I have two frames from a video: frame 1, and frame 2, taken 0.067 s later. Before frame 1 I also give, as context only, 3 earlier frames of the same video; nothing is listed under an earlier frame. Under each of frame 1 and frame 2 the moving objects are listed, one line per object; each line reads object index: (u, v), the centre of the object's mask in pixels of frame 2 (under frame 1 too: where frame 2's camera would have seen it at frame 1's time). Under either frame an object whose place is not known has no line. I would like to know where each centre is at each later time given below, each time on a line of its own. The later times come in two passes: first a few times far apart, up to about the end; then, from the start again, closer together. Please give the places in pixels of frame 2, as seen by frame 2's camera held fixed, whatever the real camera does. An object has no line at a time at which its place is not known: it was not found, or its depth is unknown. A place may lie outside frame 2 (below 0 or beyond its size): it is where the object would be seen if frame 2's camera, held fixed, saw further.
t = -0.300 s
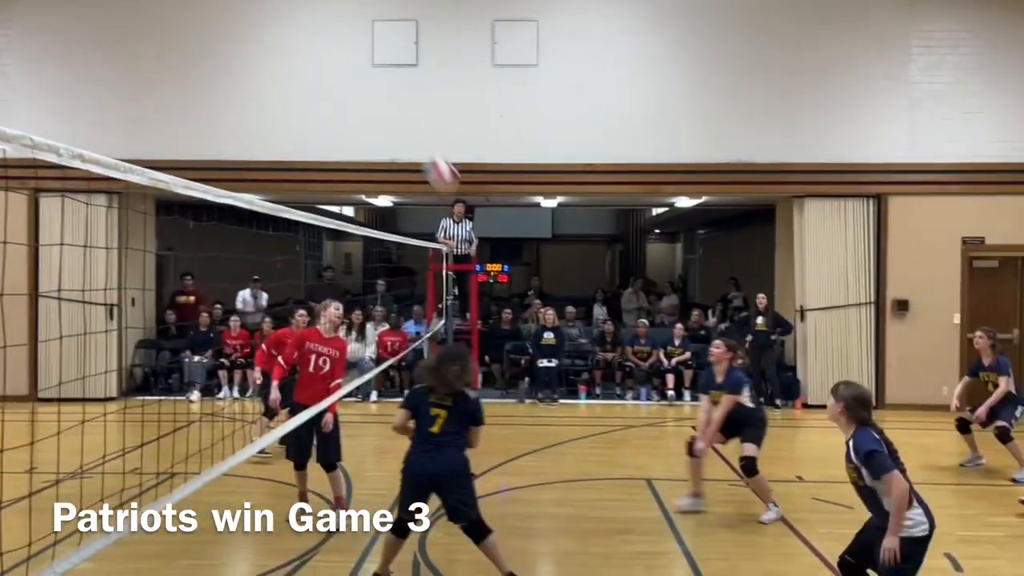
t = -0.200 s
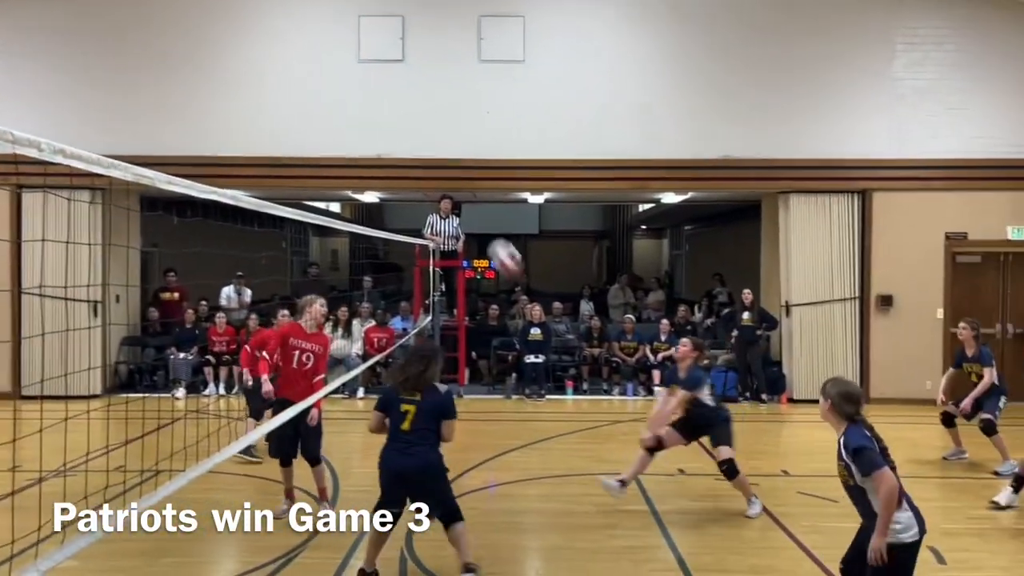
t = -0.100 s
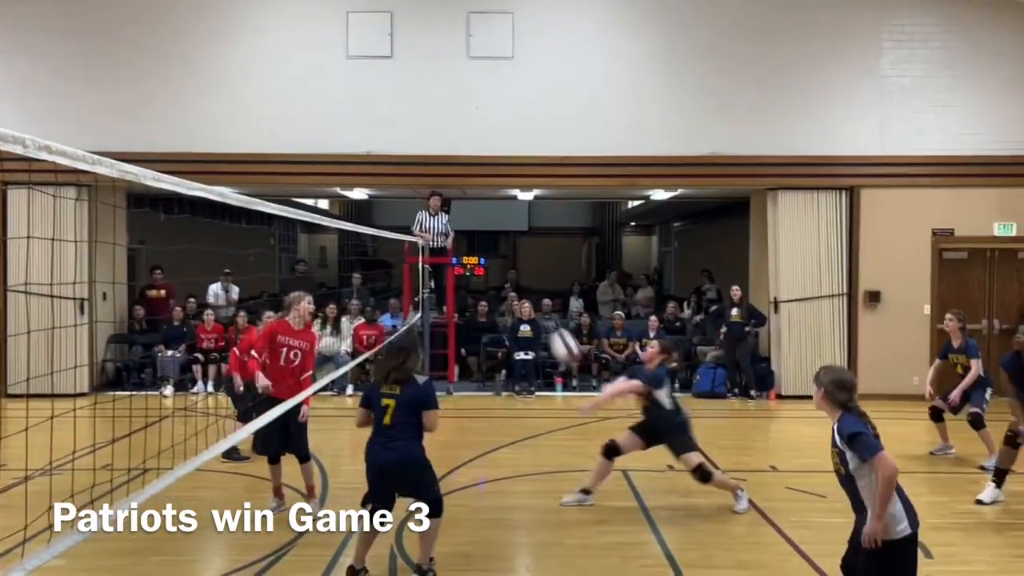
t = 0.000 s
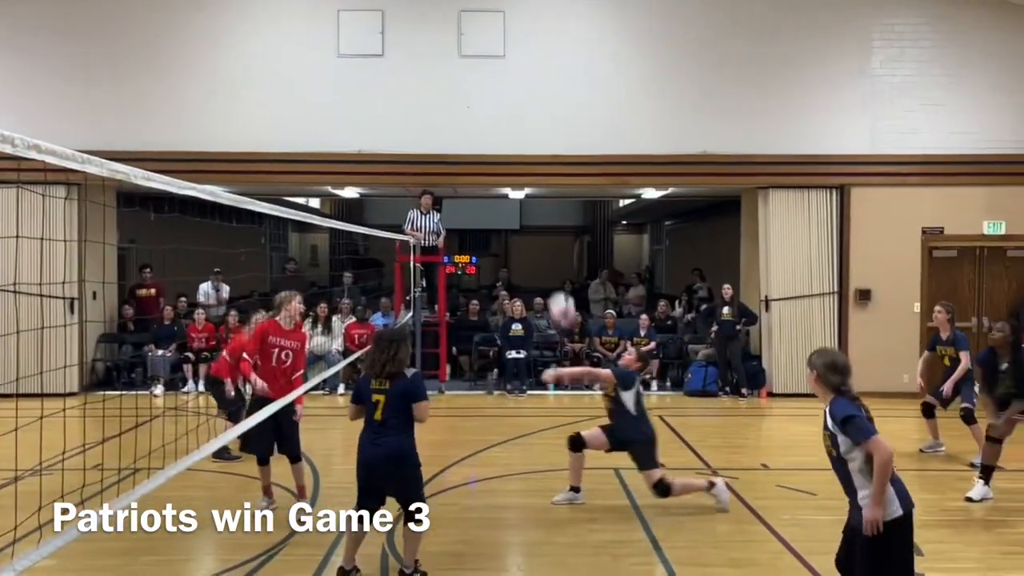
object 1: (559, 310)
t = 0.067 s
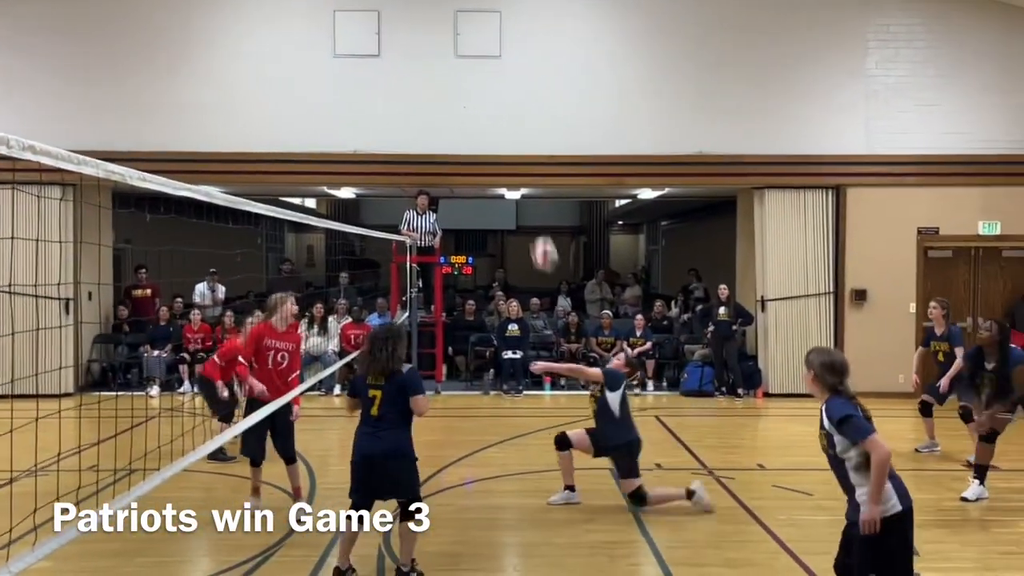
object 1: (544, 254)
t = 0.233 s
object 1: (510, 139)
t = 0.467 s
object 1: (468, 42)
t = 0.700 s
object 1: (434, 11)
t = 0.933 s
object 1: (395, 44)
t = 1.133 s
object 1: (367, 118)
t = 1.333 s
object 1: (340, 226)
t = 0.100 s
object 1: (538, 228)
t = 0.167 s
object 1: (523, 178)
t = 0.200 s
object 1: (518, 159)
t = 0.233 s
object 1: (510, 139)
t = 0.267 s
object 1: (505, 121)
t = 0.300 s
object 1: (502, 105)
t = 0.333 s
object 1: (494, 91)
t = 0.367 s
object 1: (488, 77)
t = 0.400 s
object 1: (481, 64)
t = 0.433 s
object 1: (474, 51)
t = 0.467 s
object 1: (468, 42)
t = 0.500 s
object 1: (466, 33)
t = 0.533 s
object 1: (459, 26)
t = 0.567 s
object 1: (451, 20)
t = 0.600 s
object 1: (446, 16)
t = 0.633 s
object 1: (441, 14)
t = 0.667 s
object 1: (435, 12)
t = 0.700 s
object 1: (434, 11)
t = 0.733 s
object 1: (428, 13)
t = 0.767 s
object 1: (421, 15)
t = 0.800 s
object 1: (414, 17)
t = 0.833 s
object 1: (409, 22)
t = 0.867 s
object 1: (405, 28)
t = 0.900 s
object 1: (399, 36)
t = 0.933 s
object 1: (395, 44)
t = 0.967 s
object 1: (390, 53)
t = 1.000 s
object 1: (384, 63)
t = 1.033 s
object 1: (380, 77)
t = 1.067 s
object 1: (376, 89)
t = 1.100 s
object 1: (371, 103)
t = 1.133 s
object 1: (367, 118)
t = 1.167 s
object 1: (362, 132)
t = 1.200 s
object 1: (357, 147)
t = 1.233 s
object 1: (354, 165)
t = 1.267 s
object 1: (350, 183)
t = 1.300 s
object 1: (344, 206)
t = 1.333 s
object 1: (340, 226)
